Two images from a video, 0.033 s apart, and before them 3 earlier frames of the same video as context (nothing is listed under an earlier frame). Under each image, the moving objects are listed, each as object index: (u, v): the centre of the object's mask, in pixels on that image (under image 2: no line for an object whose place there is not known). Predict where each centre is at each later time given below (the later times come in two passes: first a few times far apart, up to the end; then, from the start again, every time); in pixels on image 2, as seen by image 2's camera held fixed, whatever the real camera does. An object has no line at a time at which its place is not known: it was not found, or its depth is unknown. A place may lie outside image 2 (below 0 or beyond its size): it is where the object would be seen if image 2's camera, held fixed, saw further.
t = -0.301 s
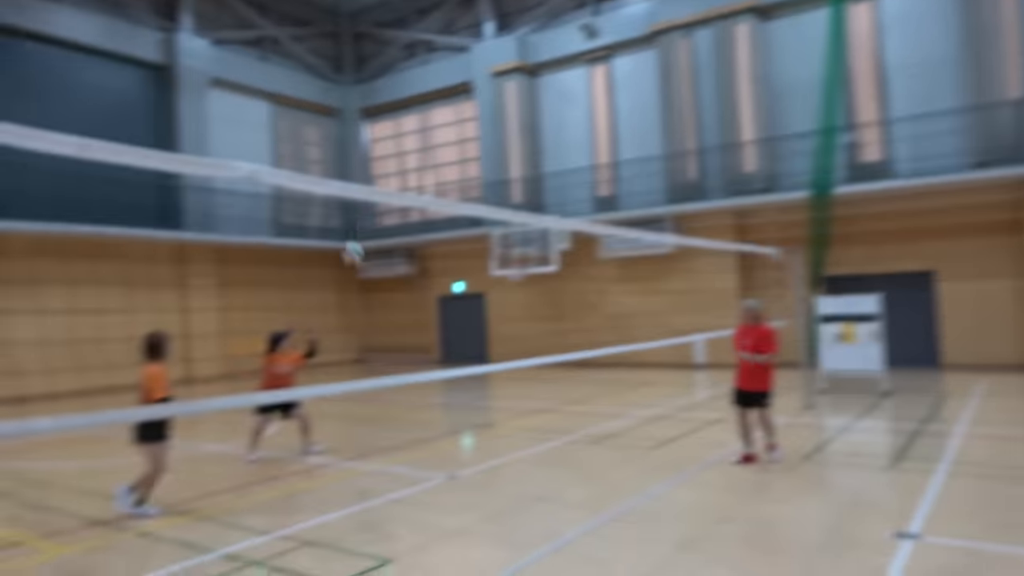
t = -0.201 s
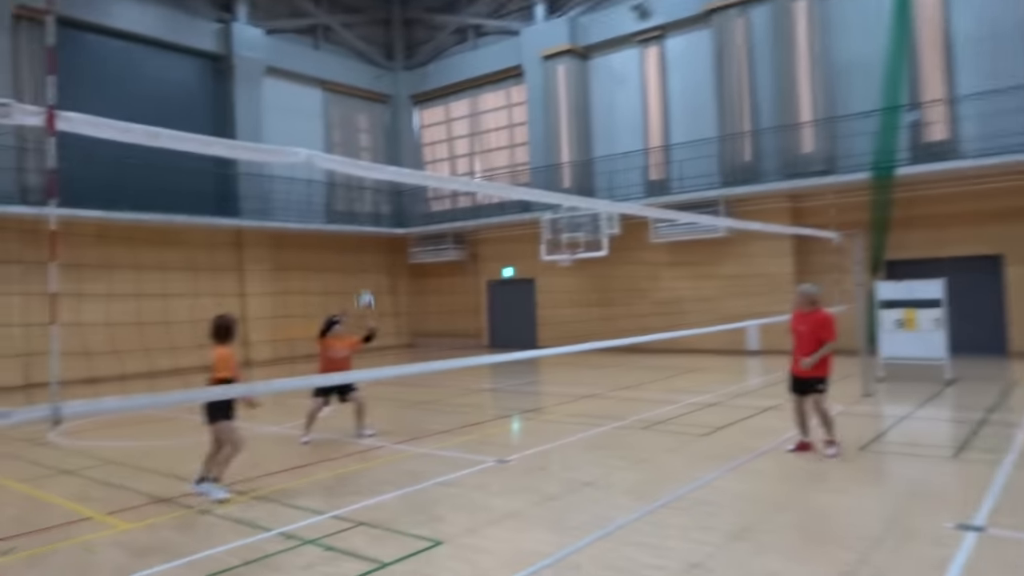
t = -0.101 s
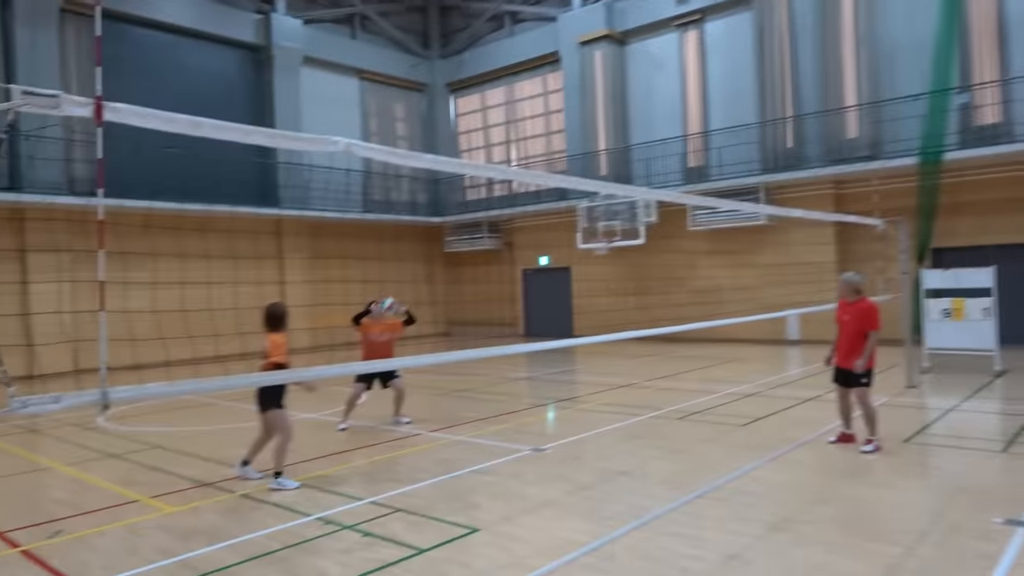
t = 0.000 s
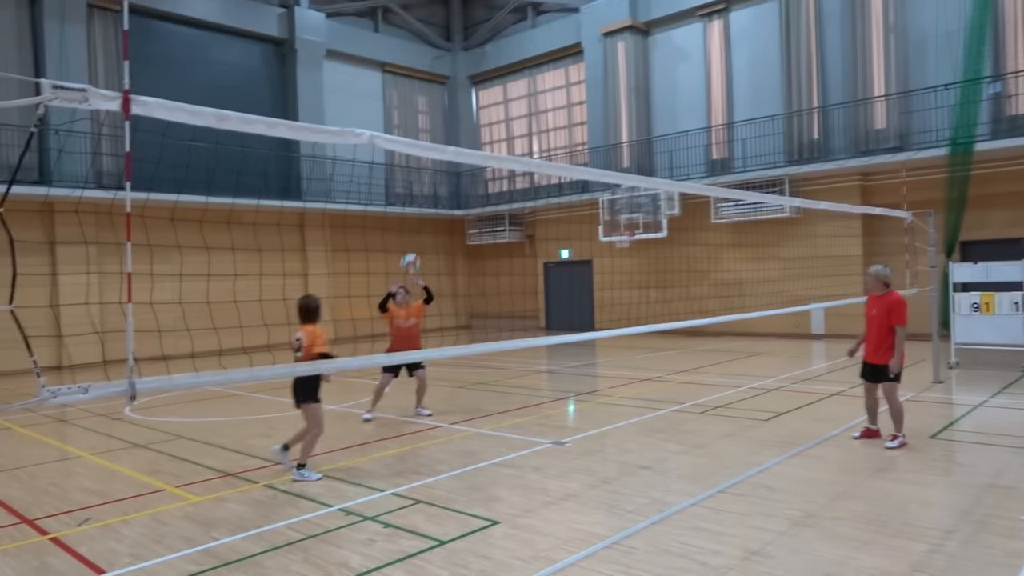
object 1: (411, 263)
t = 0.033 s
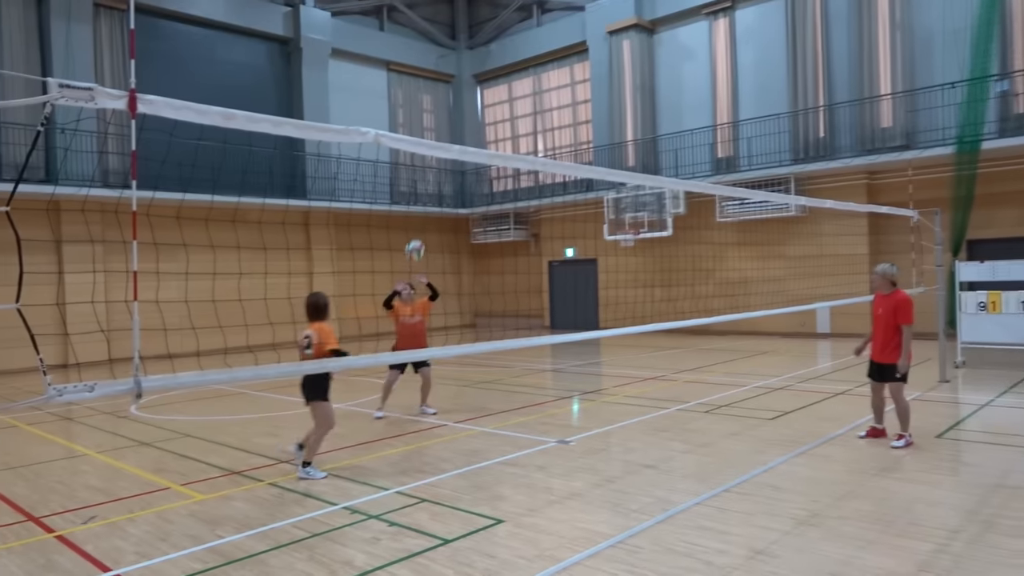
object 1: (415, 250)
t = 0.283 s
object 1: (418, 189)
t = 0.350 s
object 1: (418, 181)
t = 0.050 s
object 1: (415, 244)
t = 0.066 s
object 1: (415, 239)
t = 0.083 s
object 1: (415, 233)
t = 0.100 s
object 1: (416, 228)
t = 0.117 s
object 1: (416, 223)
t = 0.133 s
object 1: (416, 219)
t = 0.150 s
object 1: (416, 215)
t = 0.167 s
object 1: (417, 210)
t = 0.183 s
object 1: (417, 207)
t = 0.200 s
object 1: (416, 203)
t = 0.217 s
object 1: (417, 198)
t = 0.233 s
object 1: (418, 196)
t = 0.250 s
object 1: (418, 194)
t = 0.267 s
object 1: (418, 191)
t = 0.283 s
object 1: (418, 189)
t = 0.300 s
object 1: (418, 186)
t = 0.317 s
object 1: (418, 184)
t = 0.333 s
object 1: (418, 182)
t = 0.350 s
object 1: (418, 181)
